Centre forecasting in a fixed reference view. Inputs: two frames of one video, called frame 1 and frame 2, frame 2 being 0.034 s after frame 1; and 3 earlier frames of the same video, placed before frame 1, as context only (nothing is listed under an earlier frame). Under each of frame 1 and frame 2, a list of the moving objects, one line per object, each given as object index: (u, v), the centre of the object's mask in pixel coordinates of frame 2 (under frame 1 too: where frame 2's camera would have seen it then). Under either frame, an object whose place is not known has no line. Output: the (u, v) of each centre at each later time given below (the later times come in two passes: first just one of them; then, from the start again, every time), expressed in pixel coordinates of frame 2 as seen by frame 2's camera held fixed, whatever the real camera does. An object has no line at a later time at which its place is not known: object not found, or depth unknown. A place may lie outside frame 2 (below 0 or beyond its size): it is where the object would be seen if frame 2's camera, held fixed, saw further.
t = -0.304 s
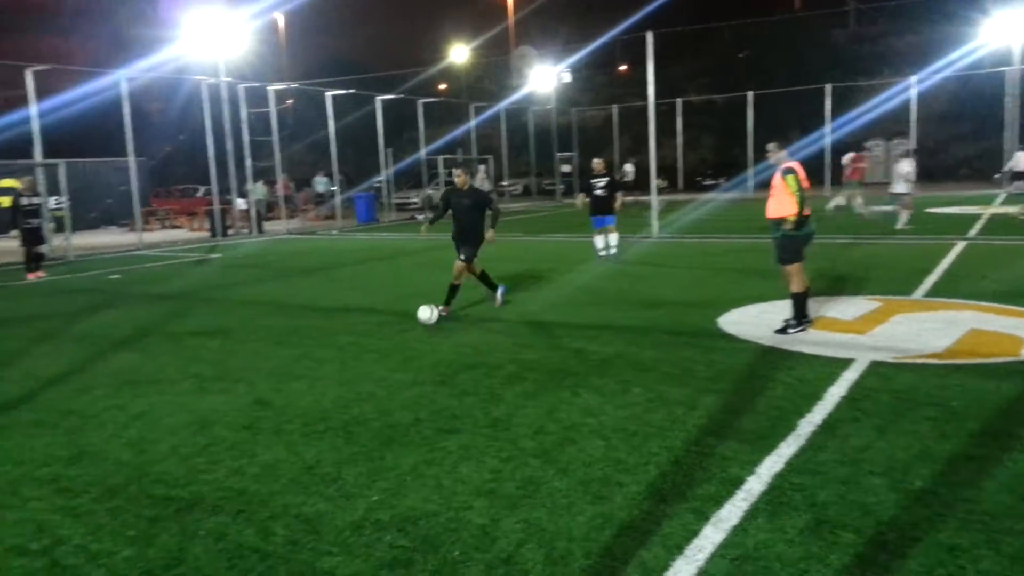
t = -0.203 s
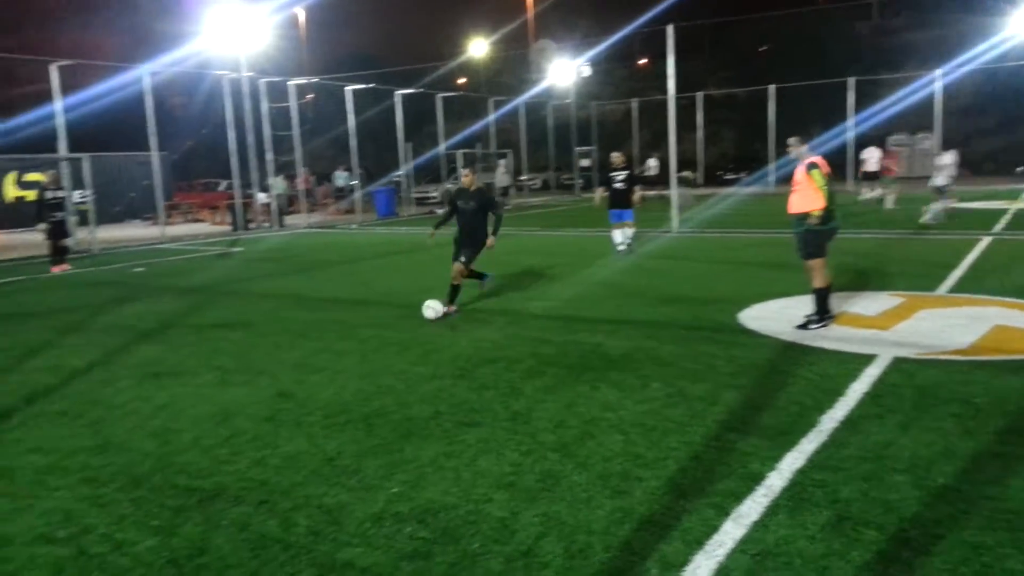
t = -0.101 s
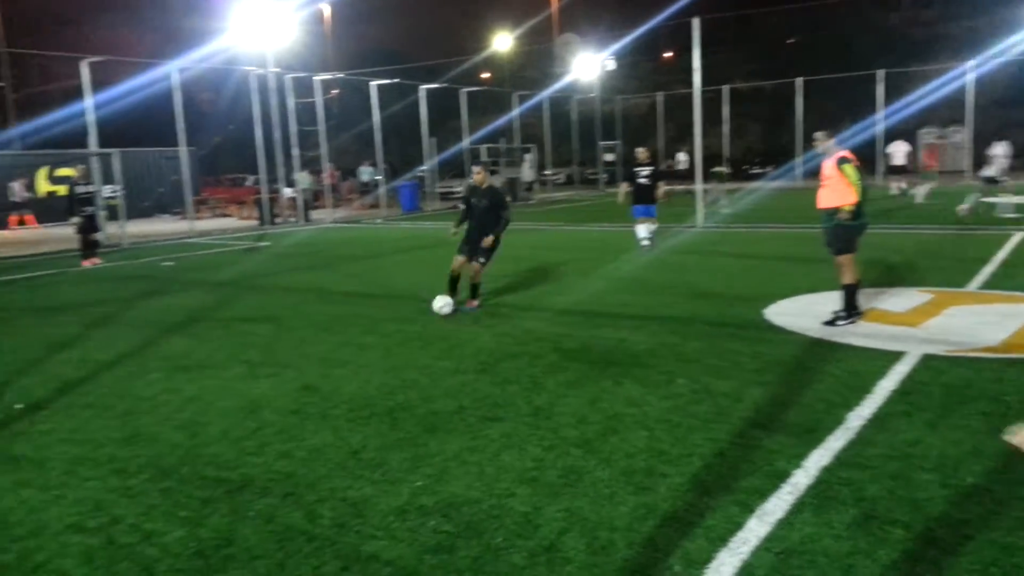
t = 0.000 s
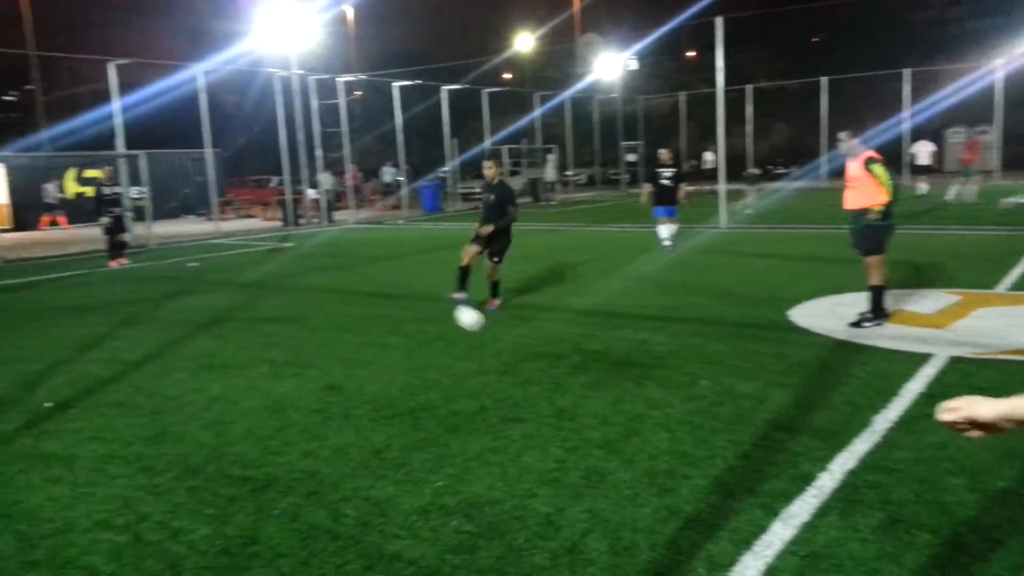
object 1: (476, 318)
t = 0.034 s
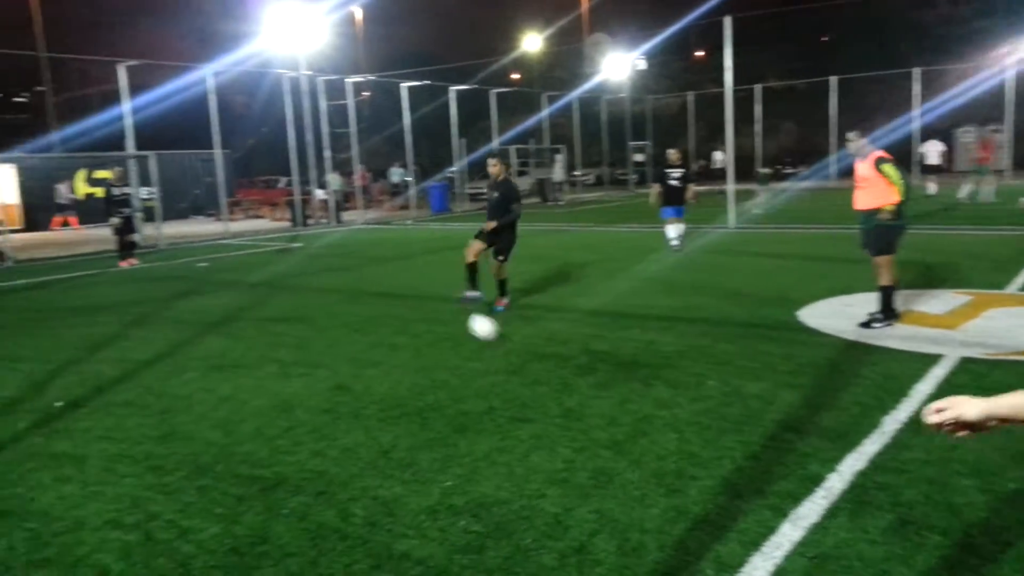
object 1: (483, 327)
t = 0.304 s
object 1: (556, 419)
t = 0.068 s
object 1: (489, 333)
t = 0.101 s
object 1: (495, 340)
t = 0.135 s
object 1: (503, 350)
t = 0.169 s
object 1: (511, 362)
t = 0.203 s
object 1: (521, 377)
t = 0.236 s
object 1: (531, 389)
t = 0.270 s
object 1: (543, 402)
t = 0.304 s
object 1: (556, 419)
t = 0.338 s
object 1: (571, 441)
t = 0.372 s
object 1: (590, 463)
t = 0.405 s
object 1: (612, 488)
